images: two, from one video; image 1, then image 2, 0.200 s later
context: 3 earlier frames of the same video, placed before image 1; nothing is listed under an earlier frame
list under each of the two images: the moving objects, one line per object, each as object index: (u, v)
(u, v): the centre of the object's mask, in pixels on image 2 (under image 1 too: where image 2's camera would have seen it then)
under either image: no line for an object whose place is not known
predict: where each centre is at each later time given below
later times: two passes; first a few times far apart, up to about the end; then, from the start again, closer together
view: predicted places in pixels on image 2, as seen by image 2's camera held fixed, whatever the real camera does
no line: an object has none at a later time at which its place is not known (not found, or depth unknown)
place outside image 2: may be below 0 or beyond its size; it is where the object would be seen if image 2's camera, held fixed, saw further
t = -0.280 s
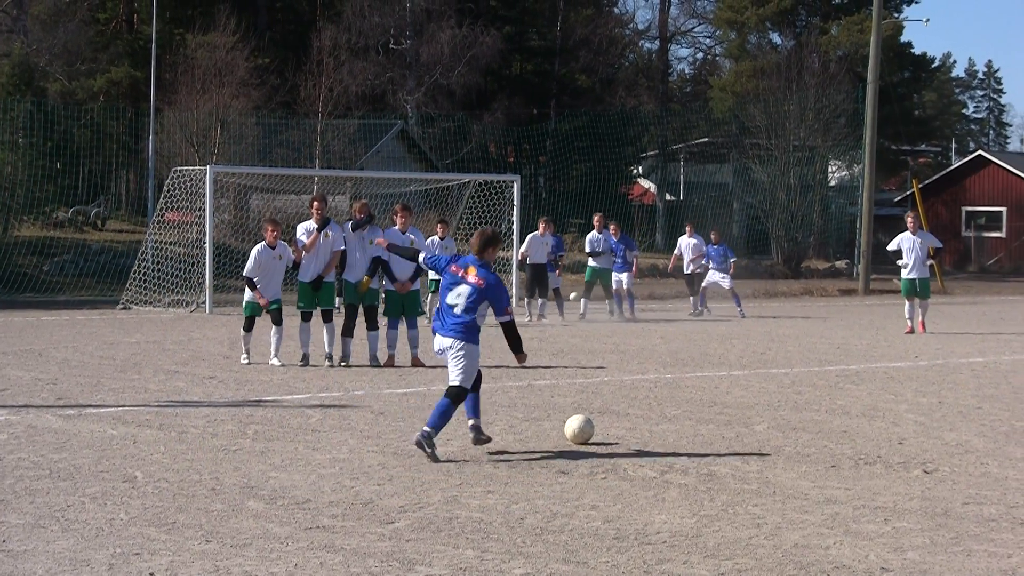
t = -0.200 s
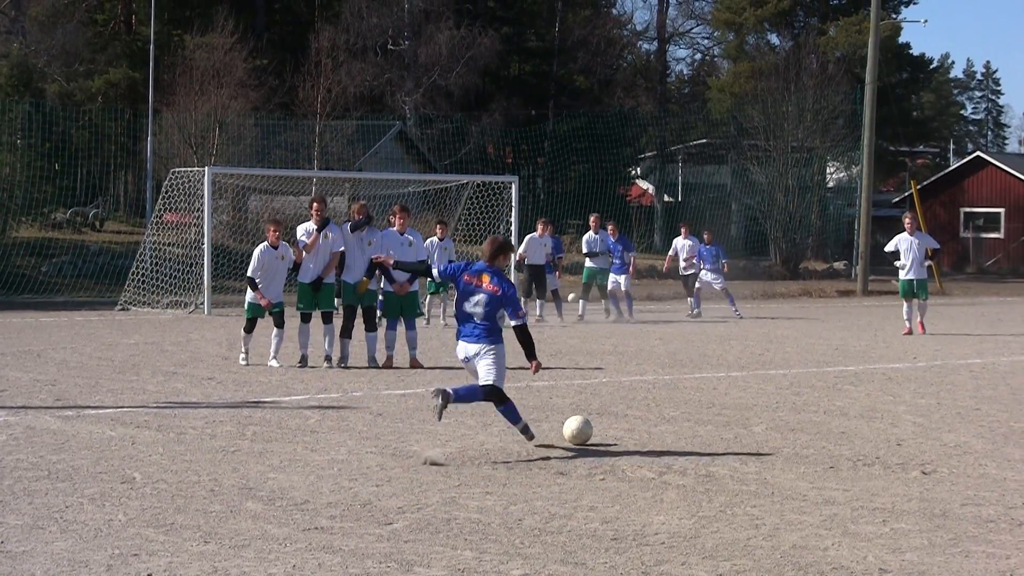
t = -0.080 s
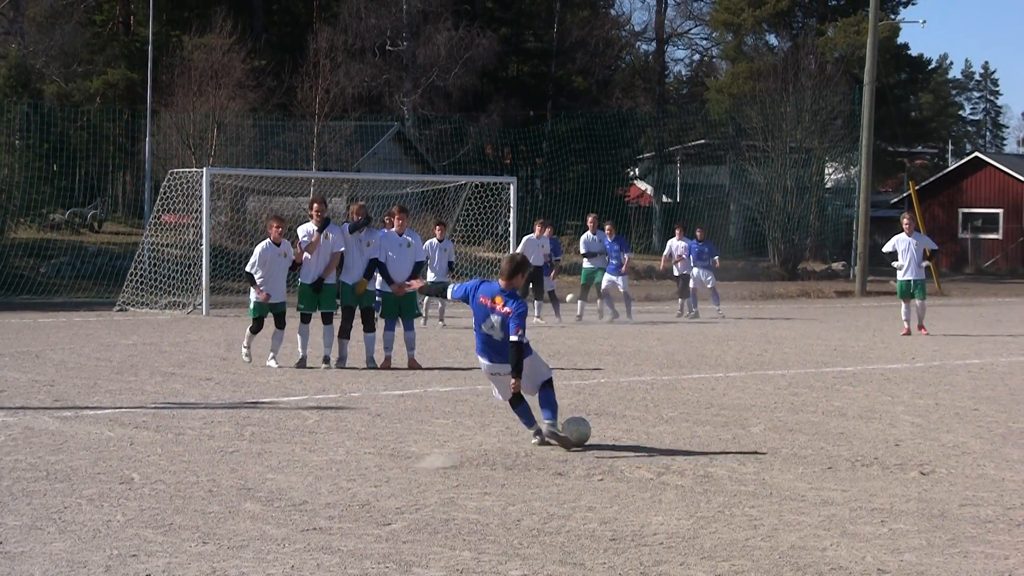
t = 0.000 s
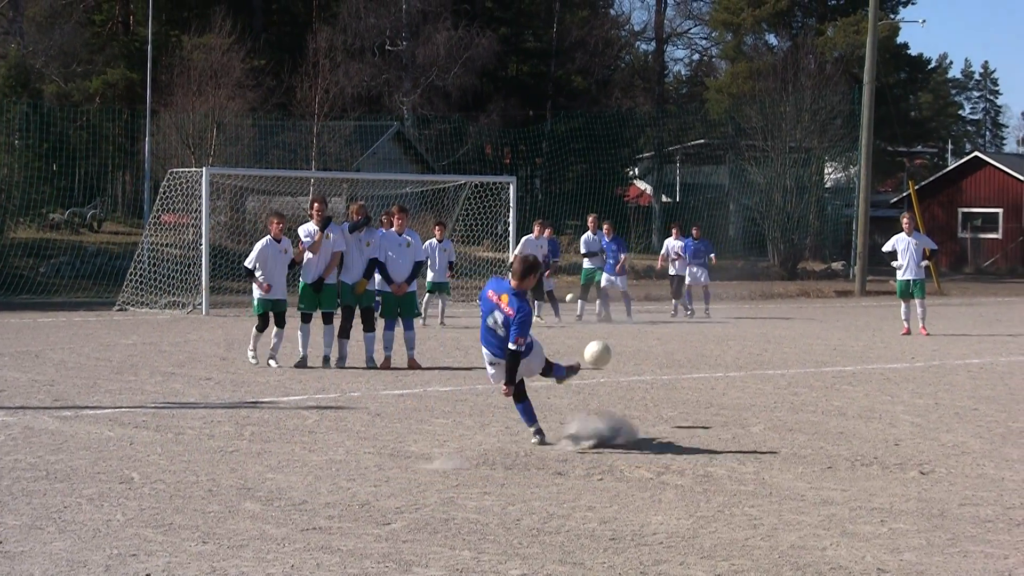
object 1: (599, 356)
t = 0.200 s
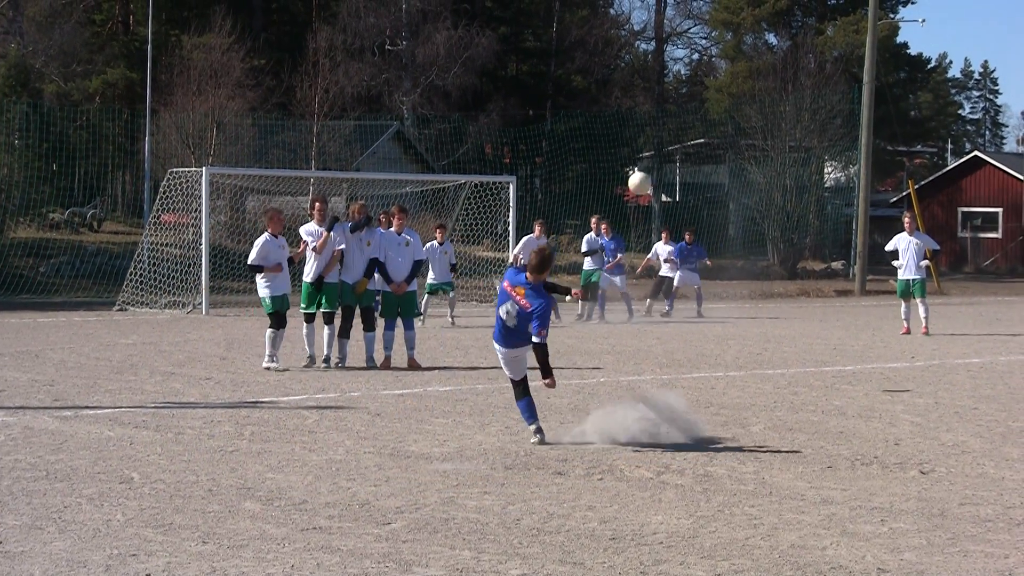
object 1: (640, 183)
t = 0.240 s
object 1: (645, 163)
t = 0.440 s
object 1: (646, 76)
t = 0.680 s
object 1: (628, 31)
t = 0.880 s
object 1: (599, 26)
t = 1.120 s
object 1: (560, 50)
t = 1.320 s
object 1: (523, 87)
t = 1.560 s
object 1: (477, 148)
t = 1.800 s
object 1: (461, 164)
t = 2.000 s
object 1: (470, 147)
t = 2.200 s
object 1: (479, 150)
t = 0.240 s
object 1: (645, 163)
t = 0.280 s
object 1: (647, 140)
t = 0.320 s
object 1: (649, 122)
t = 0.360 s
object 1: (649, 105)
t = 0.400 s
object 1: (648, 92)
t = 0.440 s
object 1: (646, 76)
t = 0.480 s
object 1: (648, 65)
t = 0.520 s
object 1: (643, 55)
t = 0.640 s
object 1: (633, 37)
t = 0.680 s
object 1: (628, 31)
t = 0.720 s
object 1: (623, 28)
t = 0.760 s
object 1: (617, 26)
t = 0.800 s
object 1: (612, 25)
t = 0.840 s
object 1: (605, 25)
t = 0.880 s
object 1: (599, 26)
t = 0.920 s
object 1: (594, 28)
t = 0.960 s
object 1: (587, 31)
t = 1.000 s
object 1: (581, 35)
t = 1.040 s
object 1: (574, 39)
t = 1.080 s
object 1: (567, 44)
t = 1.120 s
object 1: (560, 50)
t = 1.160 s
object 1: (553, 56)
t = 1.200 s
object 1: (546, 63)
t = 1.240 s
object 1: (538, 70)
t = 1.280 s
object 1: (531, 78)
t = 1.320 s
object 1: (523, 87)
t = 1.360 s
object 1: (516, 96)
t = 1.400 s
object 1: (508, 105)
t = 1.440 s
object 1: (500, 115)
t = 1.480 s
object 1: (493, 126)
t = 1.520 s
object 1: (485, 136)
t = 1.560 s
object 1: (477, 148)
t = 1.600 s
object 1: (469, 159)
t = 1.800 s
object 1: (461, 164)
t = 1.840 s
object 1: (462, 159)
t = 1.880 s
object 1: (464, 155)
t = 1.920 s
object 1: (466, 151)
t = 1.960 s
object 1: (468, 149)
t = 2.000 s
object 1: (470, 147)
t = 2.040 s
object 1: (472, 146)
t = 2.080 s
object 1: (473, 146)
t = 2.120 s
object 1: (475, 146)
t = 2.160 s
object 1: (477, 148)
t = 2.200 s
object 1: (479, 150)
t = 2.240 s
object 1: (481, 153)
